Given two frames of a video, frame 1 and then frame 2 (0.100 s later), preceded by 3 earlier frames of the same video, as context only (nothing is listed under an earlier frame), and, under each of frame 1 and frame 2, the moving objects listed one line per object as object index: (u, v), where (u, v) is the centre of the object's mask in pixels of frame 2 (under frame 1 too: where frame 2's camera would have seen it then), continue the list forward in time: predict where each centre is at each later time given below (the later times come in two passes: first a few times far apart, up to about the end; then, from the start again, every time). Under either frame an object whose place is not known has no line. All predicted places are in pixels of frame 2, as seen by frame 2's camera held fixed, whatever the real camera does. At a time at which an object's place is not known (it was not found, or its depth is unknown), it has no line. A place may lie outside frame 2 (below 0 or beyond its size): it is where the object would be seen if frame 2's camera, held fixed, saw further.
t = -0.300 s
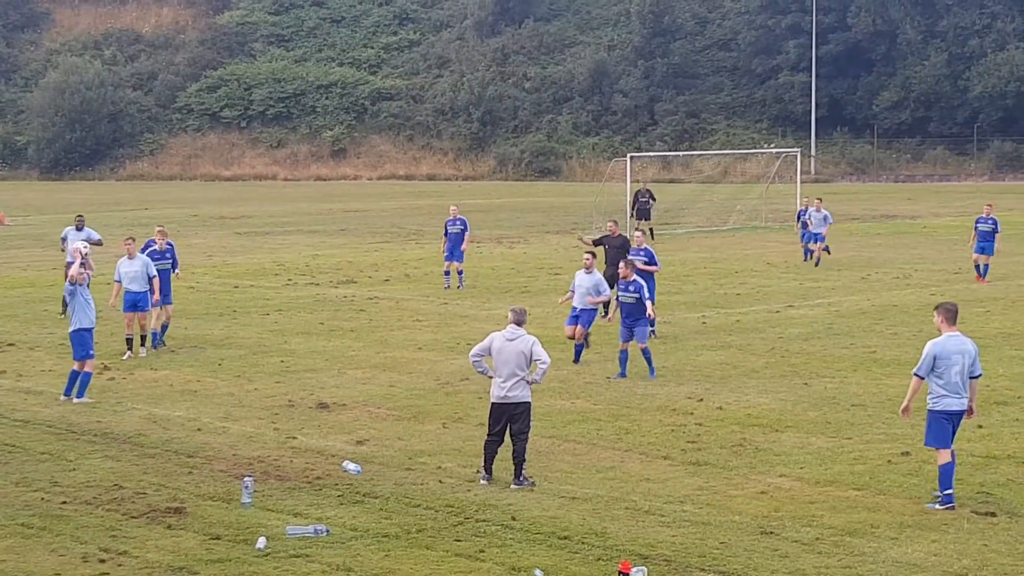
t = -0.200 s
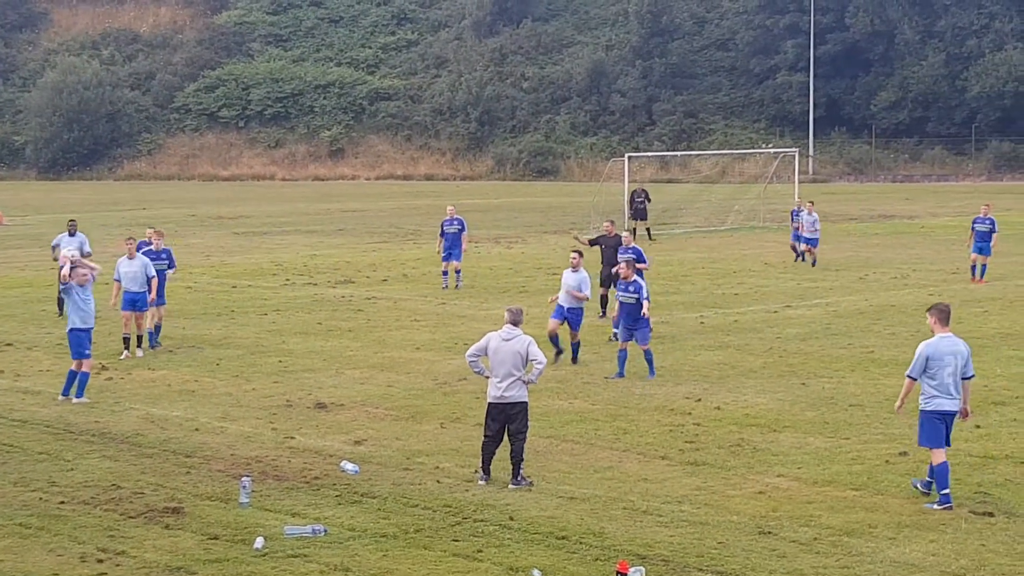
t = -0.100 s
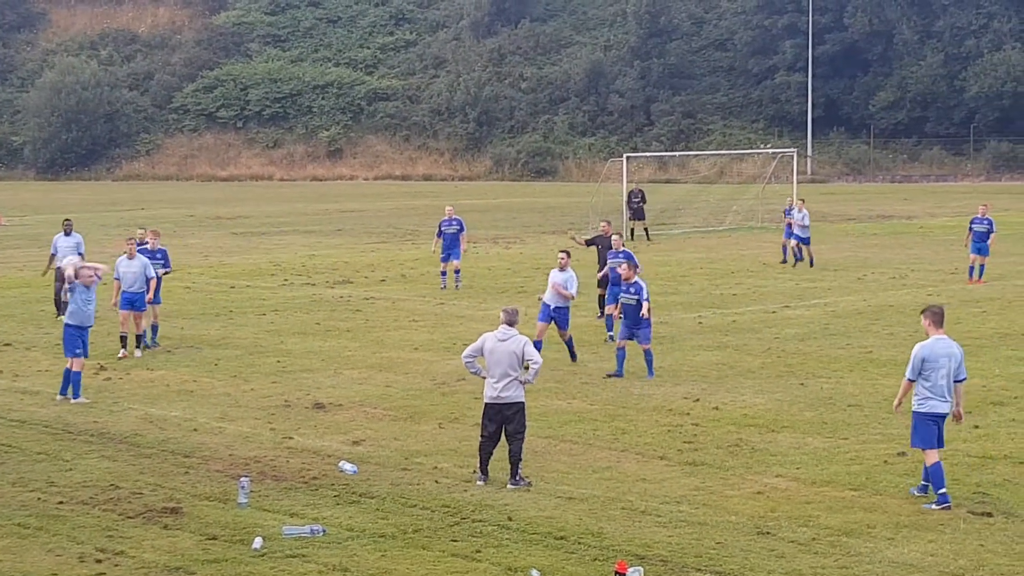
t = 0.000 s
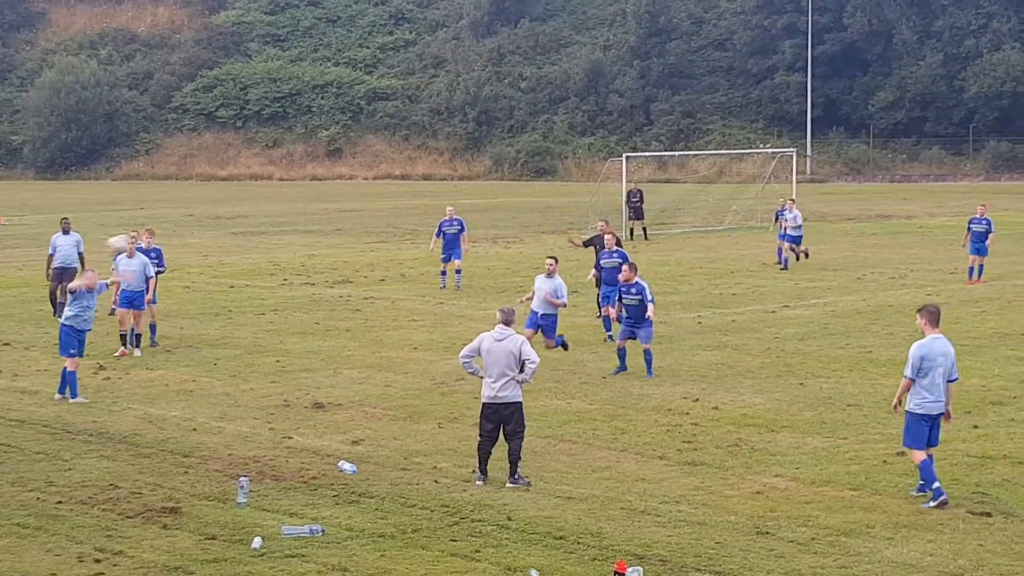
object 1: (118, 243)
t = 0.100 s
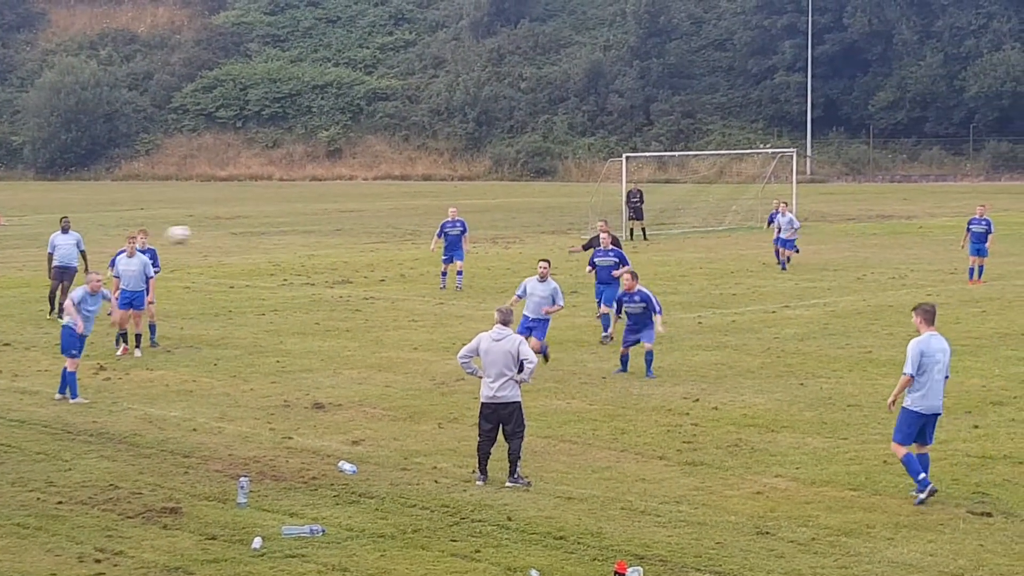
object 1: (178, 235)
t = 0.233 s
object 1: (259, 235)
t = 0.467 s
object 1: (409, 272)
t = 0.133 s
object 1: (198, 233)
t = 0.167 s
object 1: (218, 232)
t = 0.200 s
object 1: (238, 233)
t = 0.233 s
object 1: (259, 235)
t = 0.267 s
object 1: (279, 237)
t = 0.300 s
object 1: (300, 240)
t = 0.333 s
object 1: (321, 244)
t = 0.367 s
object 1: (343, 249)
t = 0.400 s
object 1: (364, 255)
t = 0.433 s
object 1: (386, 263)
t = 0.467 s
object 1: (409, 272)
